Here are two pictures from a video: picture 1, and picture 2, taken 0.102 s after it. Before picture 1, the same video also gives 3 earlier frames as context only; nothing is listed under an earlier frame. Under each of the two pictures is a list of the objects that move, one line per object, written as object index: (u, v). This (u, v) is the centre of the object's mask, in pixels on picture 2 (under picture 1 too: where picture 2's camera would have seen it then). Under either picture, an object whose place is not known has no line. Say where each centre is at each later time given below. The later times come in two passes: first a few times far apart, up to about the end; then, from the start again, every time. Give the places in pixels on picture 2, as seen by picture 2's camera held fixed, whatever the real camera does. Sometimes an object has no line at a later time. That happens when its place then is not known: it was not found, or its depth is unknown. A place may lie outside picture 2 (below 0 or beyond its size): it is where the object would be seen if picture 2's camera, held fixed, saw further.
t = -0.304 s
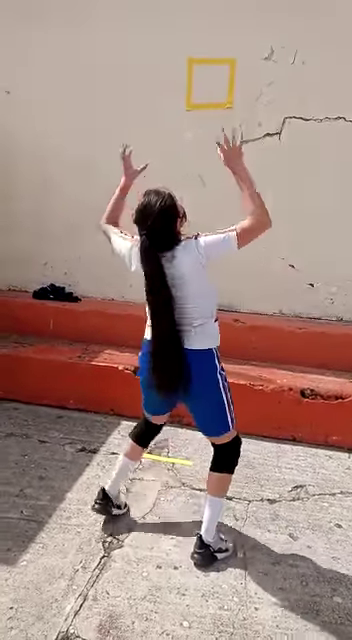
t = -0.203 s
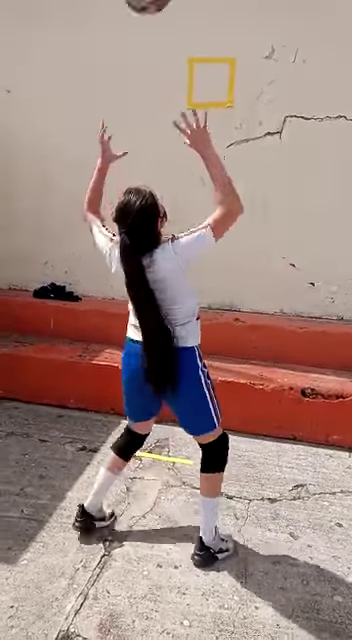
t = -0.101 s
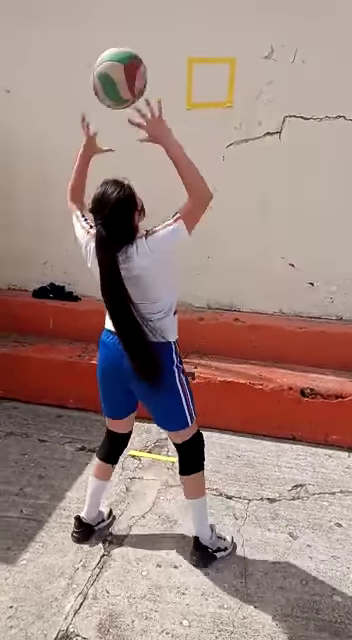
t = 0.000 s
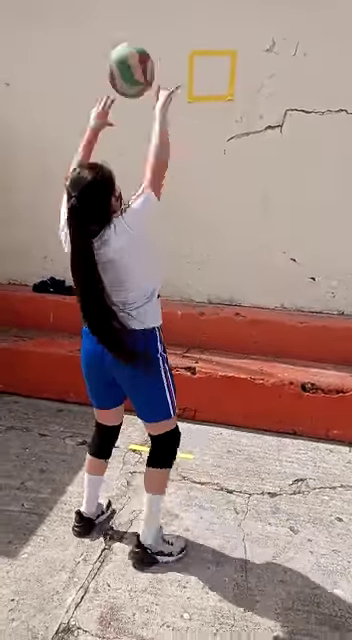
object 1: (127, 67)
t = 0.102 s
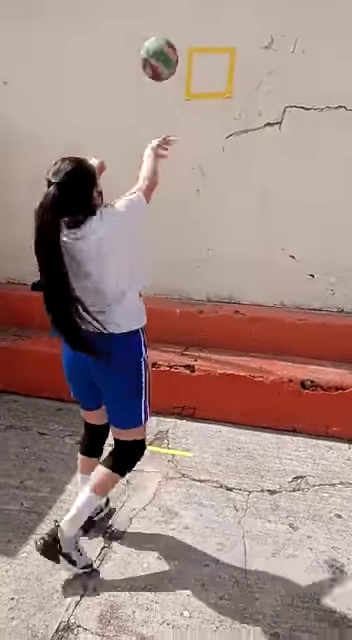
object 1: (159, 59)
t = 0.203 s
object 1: (179, 70)
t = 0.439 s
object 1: (189, 110)
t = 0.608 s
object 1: (161, 150)
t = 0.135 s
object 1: (166, 61)
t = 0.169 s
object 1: (173, 65)
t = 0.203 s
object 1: (179, 70)
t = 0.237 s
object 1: (184, 77)
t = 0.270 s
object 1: (188, 84)
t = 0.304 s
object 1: (192, 93)
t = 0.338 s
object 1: (195, 101)
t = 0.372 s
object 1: (196, 107)
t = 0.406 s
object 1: (193, 108)
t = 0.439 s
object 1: (189, 110)
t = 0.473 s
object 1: (185, 114)
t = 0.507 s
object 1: (179, 119)
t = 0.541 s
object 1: (173, 127)
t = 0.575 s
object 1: (168, 137)
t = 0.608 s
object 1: (161, 150)
